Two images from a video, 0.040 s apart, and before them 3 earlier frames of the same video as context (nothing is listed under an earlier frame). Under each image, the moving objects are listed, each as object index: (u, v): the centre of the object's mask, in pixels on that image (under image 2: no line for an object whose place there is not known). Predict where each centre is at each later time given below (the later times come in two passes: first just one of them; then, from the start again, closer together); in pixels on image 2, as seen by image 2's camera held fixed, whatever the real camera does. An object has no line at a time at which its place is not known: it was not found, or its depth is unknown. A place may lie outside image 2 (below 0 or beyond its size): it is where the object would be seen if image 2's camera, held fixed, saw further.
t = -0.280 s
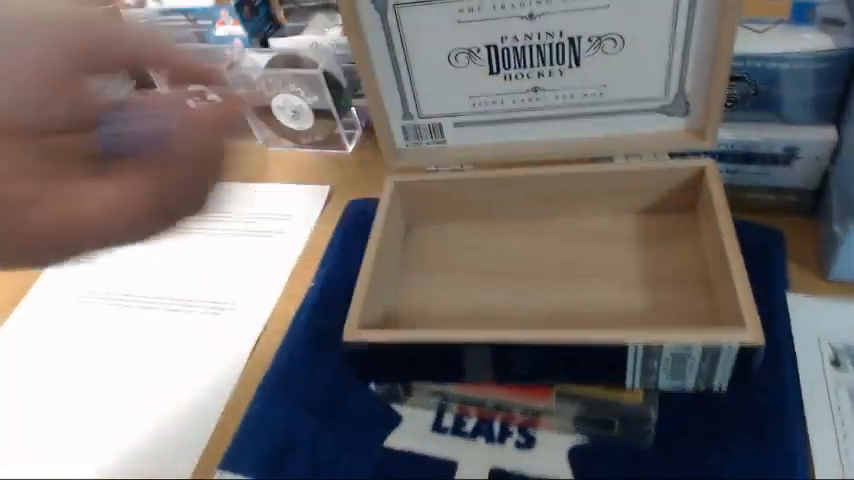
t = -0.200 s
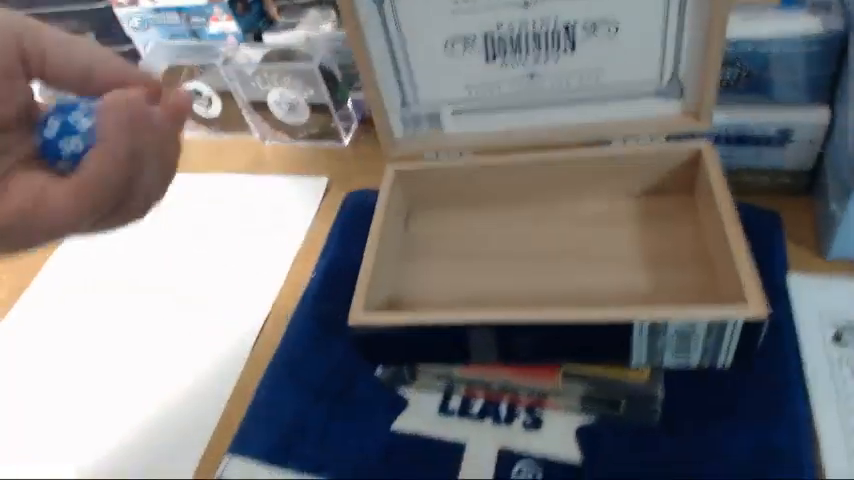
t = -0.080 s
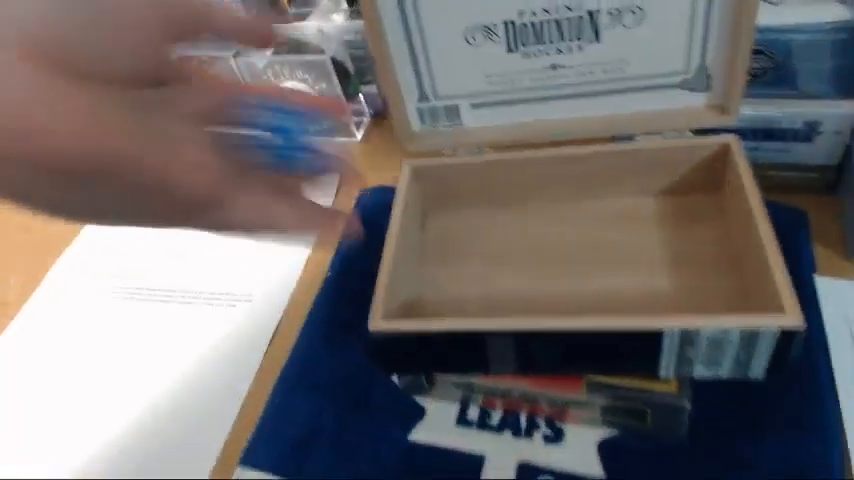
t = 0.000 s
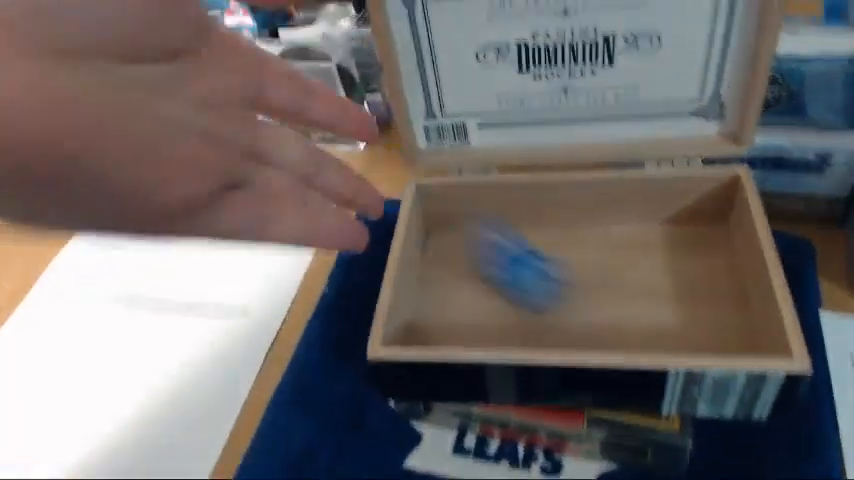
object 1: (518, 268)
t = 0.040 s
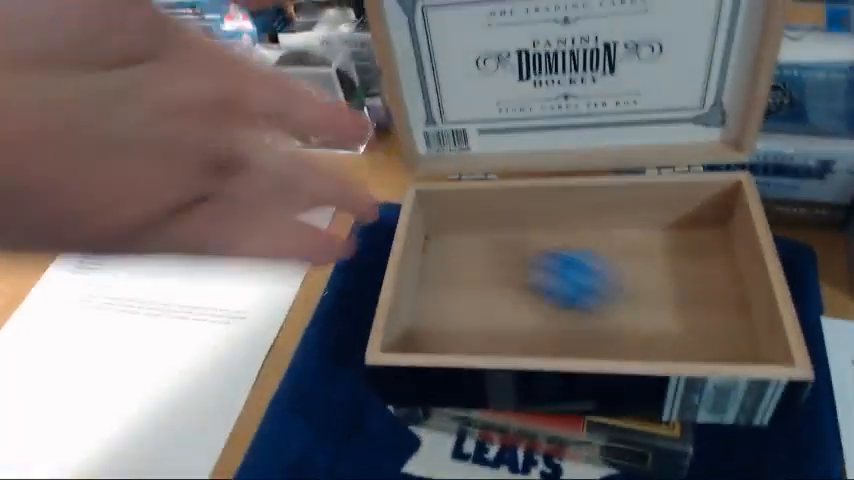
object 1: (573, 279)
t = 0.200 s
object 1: (689, 300)
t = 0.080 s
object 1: (625, 283)
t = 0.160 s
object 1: (715, 294)
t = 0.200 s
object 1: (689, 300)
